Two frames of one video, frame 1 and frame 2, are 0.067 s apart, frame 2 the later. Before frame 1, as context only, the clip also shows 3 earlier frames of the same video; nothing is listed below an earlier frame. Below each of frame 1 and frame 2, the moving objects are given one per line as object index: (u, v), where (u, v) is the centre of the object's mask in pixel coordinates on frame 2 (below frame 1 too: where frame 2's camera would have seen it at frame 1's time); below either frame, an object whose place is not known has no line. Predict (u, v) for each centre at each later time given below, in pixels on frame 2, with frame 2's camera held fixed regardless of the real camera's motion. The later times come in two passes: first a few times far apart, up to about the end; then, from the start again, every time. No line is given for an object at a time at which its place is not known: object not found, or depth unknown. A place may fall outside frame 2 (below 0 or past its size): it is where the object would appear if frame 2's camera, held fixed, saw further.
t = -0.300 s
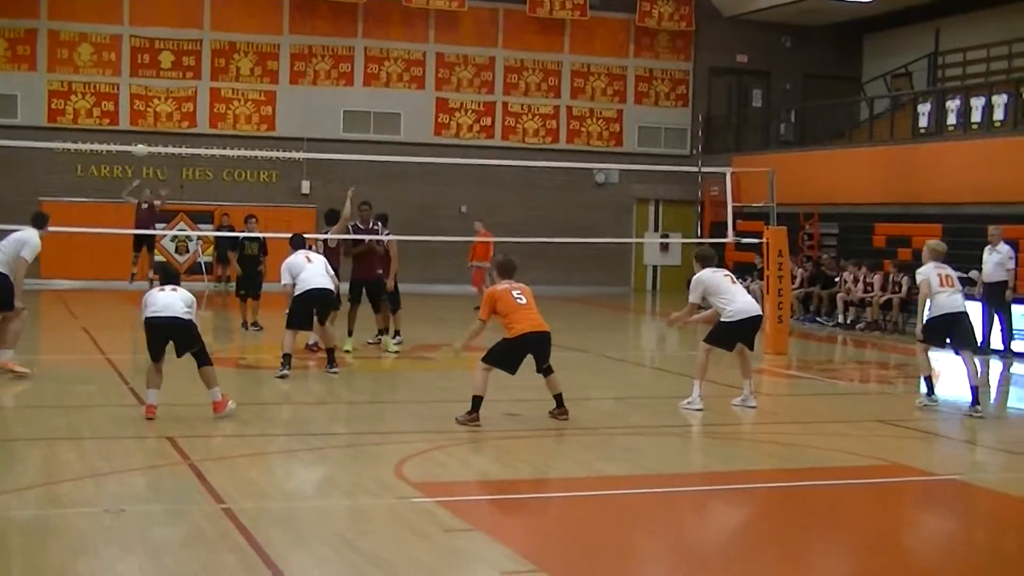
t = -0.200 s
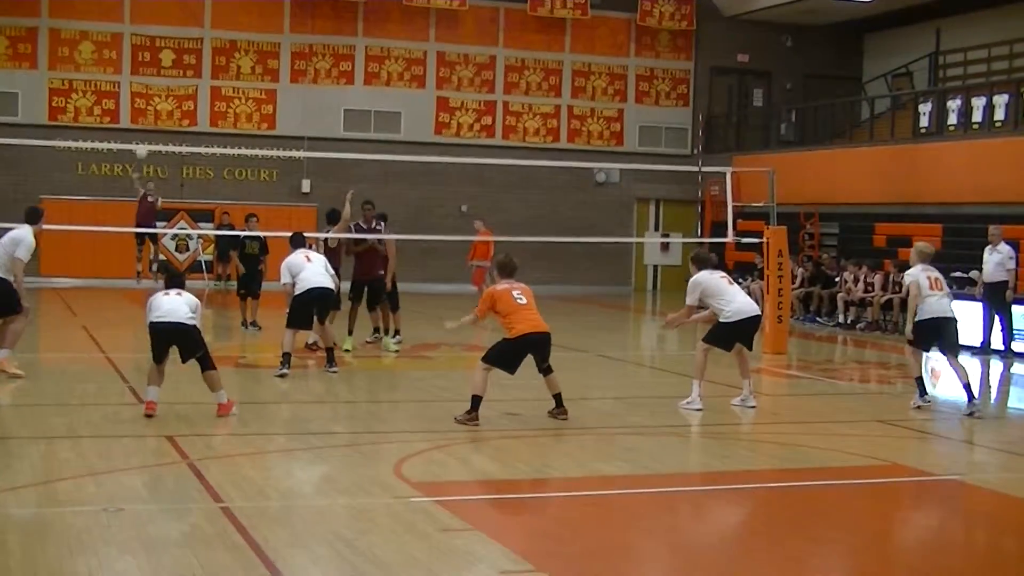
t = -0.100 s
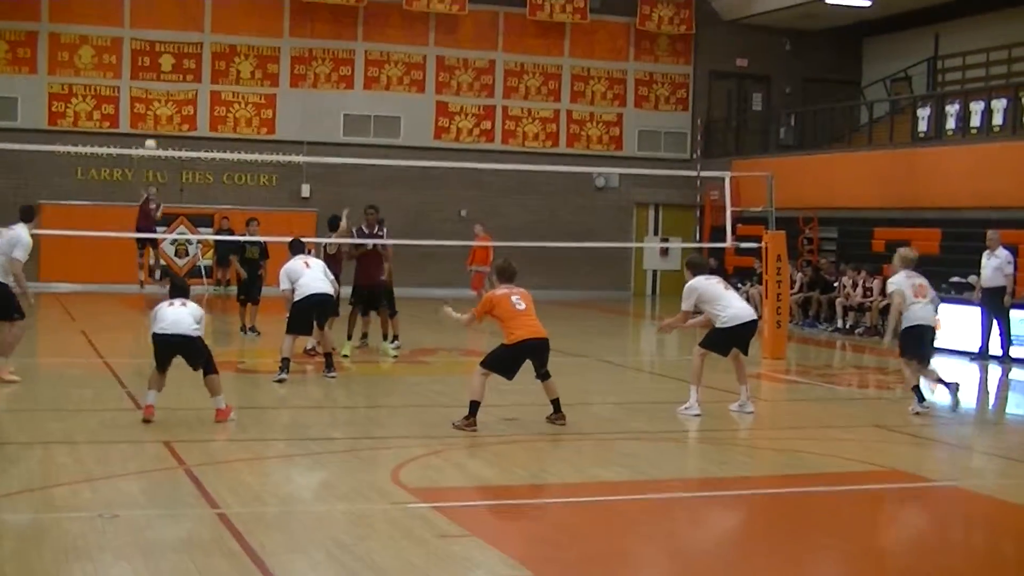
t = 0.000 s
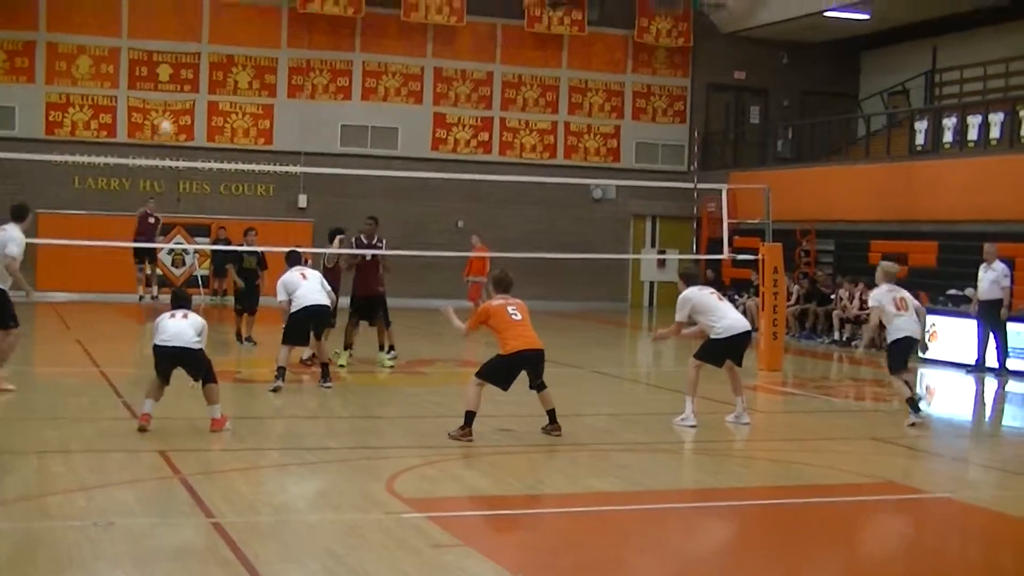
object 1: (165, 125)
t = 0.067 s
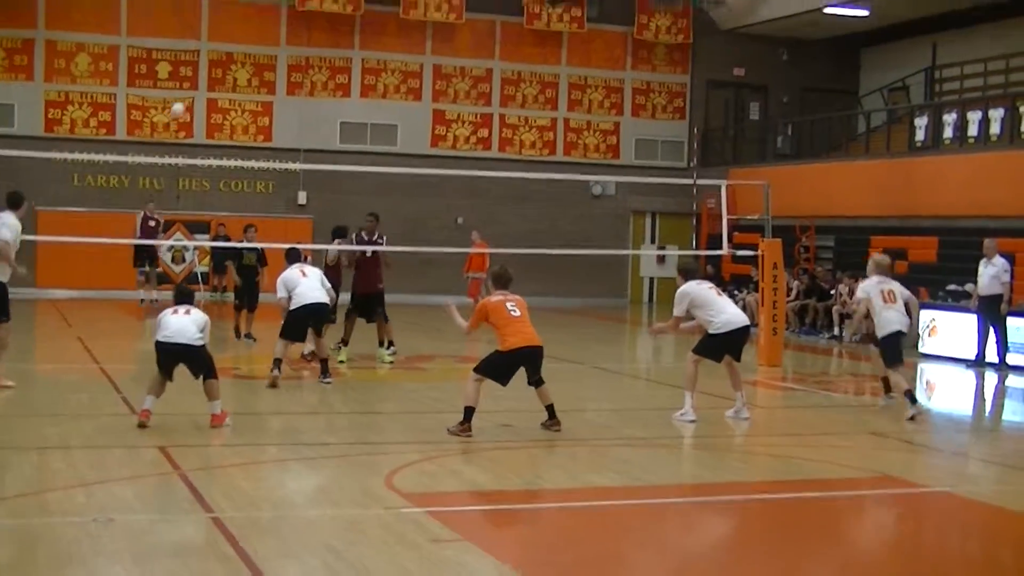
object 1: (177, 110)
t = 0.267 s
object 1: (217, 71)
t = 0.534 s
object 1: (286, 46)
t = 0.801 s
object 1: (369, 73)
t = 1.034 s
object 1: (463, 151)
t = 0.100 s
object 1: (184, 102)
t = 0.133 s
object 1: (190, 94)
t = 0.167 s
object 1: (197, 87)
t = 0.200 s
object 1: (203, 82)
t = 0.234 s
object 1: (210, 76)
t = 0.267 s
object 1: (217, 71)
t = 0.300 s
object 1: (225, 65)
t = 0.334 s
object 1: (233, 61)
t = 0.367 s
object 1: (241, 56)
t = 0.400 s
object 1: (249, 53)
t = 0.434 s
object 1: (258, 50)
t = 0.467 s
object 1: (268, 48)
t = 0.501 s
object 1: (277, 46)
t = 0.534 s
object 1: (286, 46)
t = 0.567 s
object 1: (296, 46)
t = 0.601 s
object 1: (306, 47)
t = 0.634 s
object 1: (316, 49)
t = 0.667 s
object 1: (326, 52)
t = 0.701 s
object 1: (337, 56)
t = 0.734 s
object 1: (347, 61)
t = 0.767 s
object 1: (358, 66)
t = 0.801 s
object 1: (369, 73)
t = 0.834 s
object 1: (381, 80)
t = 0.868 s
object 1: (393, 88)
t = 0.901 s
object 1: (406, 96)
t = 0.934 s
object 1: (420, 107)
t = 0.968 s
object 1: (433, 121)
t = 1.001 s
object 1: (448, 136)
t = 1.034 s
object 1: (463, 151)
